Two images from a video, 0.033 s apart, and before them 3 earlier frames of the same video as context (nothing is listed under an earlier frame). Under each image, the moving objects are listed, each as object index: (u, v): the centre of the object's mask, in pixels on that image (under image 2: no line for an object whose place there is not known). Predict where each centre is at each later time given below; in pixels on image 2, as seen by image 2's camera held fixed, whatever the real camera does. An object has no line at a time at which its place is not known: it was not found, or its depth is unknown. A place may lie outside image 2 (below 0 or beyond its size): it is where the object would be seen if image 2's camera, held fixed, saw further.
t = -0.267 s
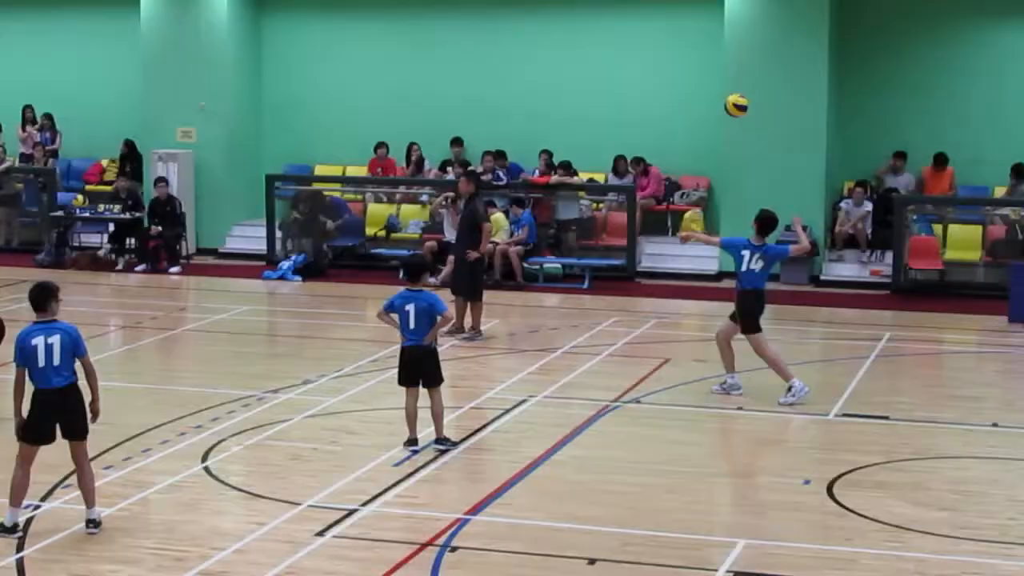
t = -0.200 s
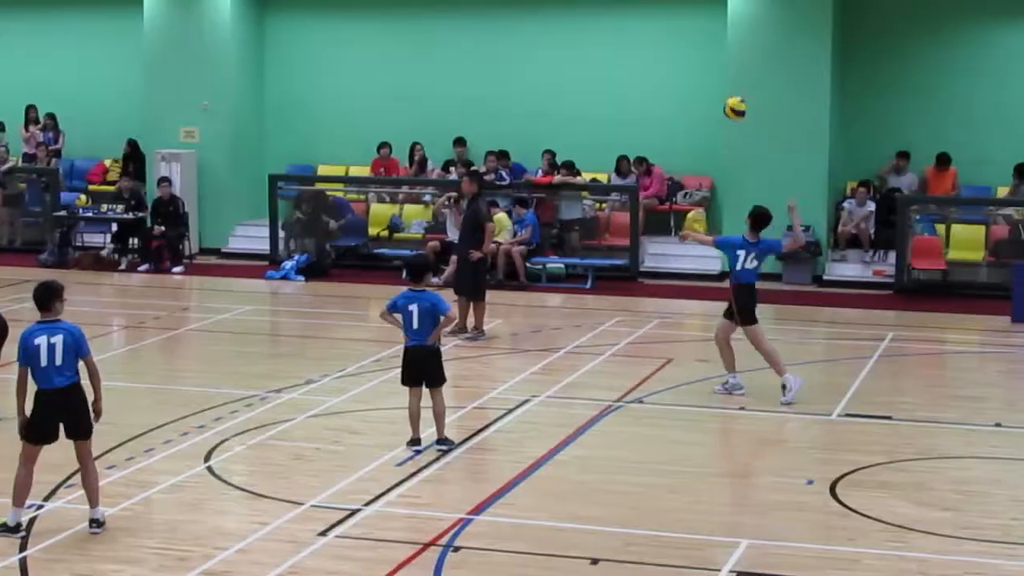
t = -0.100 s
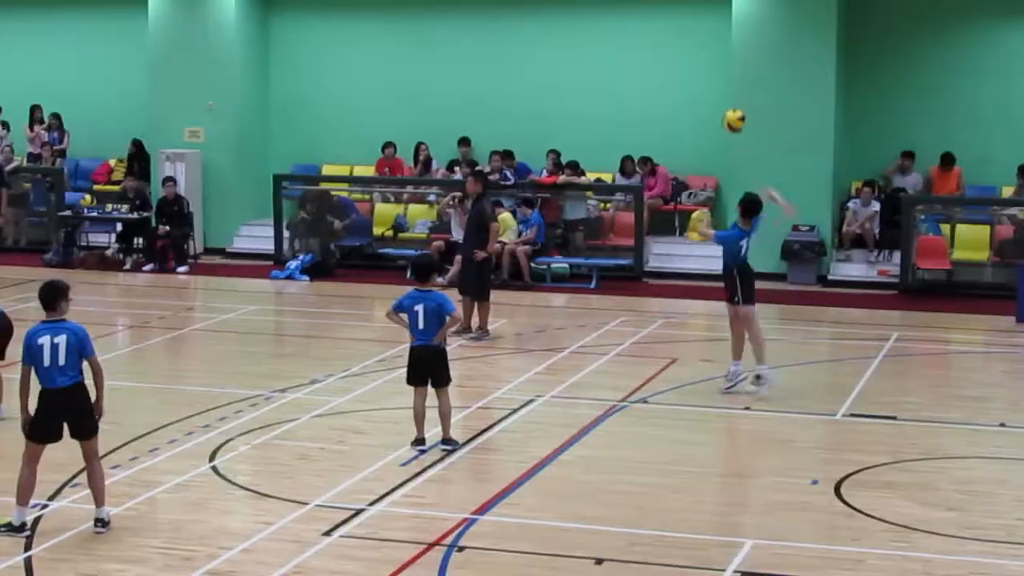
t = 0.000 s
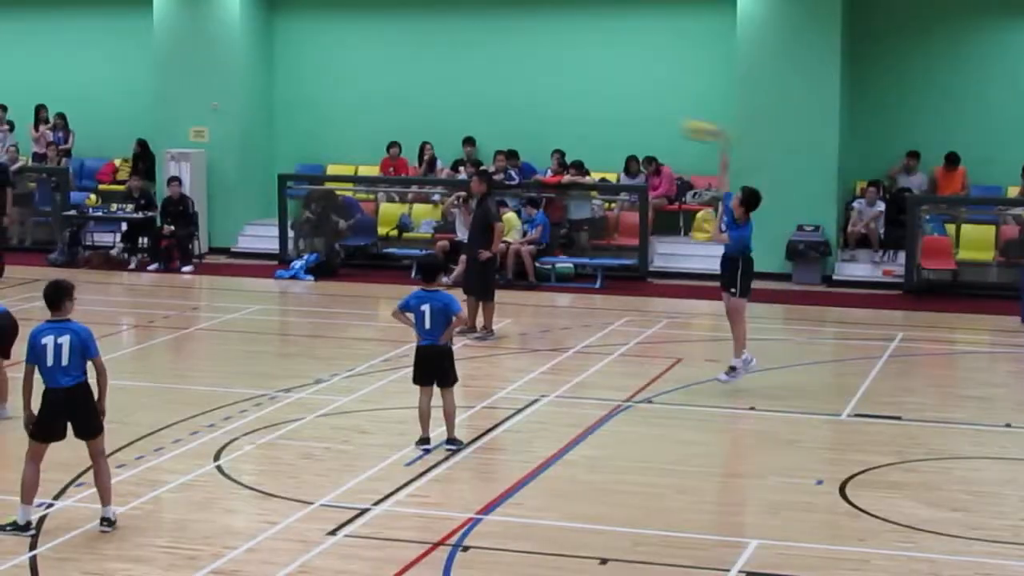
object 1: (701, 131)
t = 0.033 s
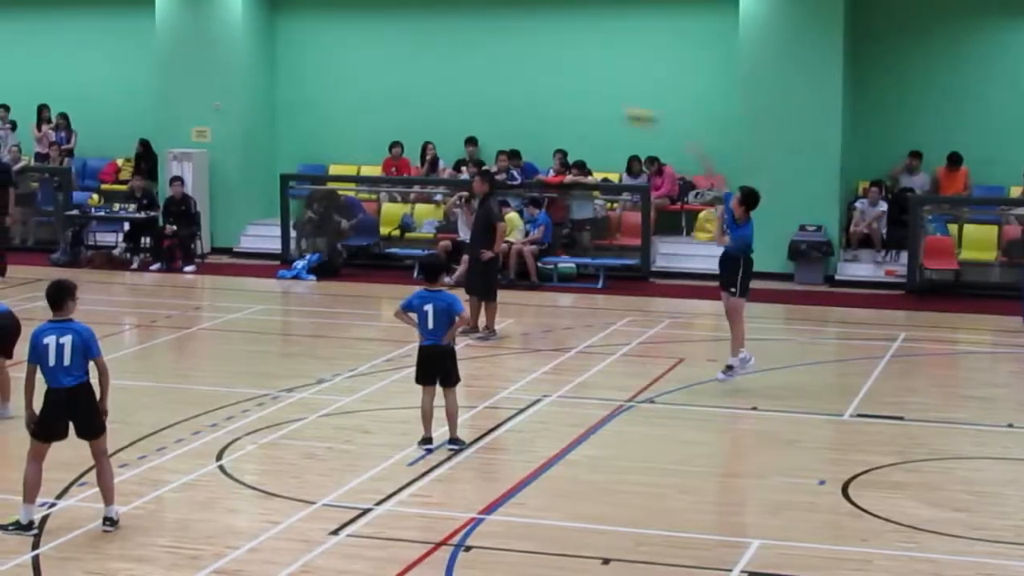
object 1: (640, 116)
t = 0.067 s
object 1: (579, 105)
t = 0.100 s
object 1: (519, 93)
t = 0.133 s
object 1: (459, 84)
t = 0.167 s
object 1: (405, 76)
